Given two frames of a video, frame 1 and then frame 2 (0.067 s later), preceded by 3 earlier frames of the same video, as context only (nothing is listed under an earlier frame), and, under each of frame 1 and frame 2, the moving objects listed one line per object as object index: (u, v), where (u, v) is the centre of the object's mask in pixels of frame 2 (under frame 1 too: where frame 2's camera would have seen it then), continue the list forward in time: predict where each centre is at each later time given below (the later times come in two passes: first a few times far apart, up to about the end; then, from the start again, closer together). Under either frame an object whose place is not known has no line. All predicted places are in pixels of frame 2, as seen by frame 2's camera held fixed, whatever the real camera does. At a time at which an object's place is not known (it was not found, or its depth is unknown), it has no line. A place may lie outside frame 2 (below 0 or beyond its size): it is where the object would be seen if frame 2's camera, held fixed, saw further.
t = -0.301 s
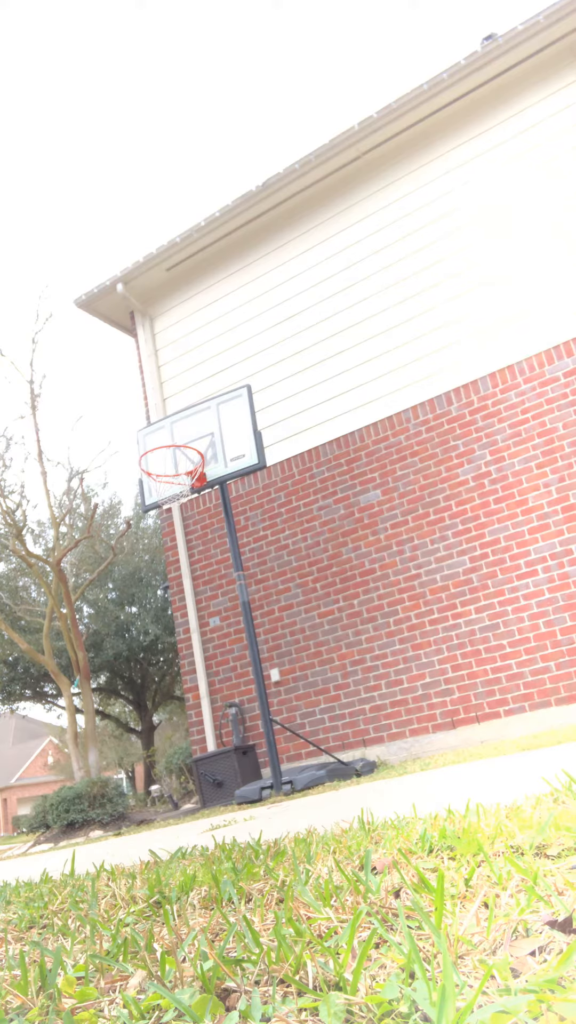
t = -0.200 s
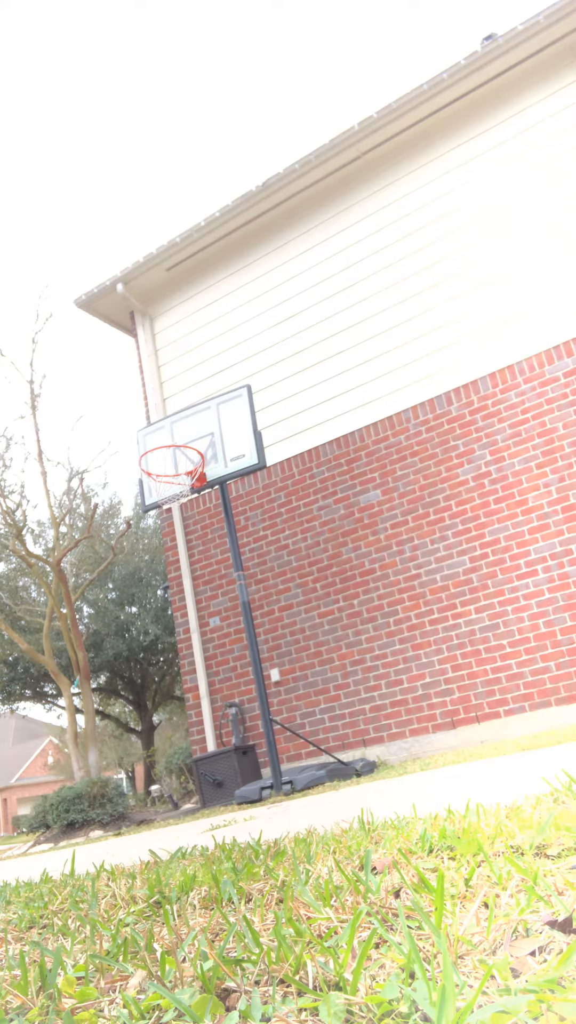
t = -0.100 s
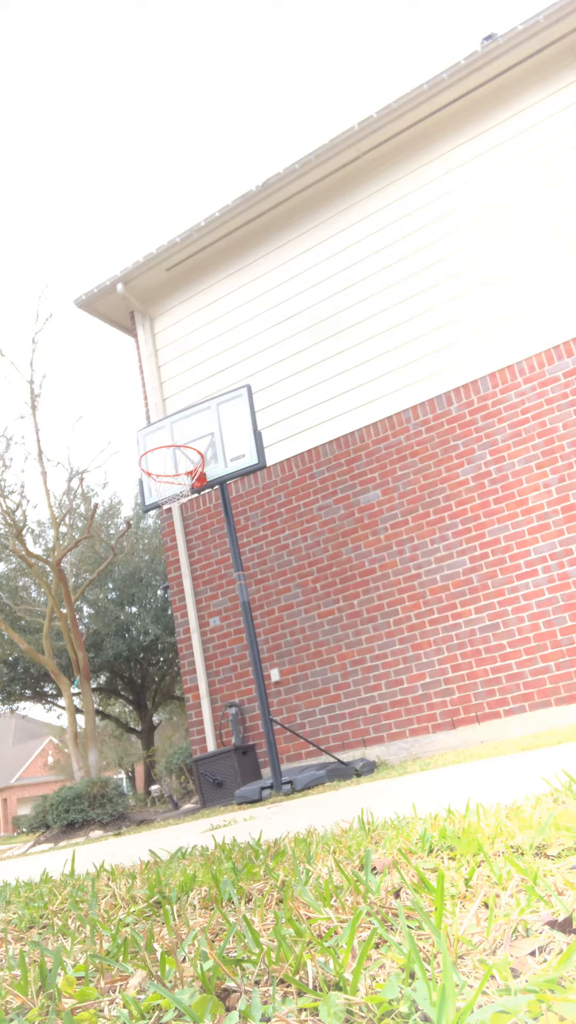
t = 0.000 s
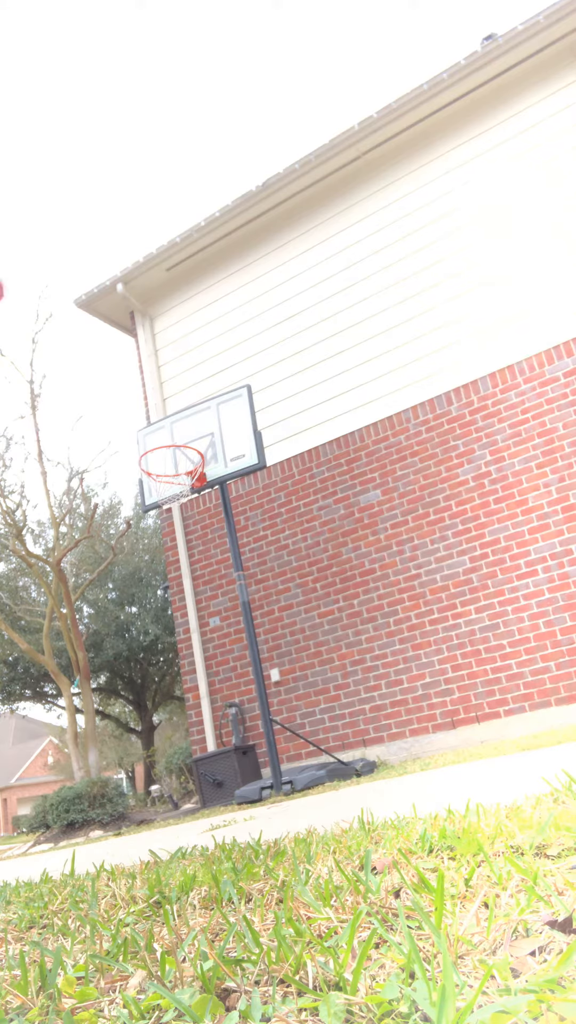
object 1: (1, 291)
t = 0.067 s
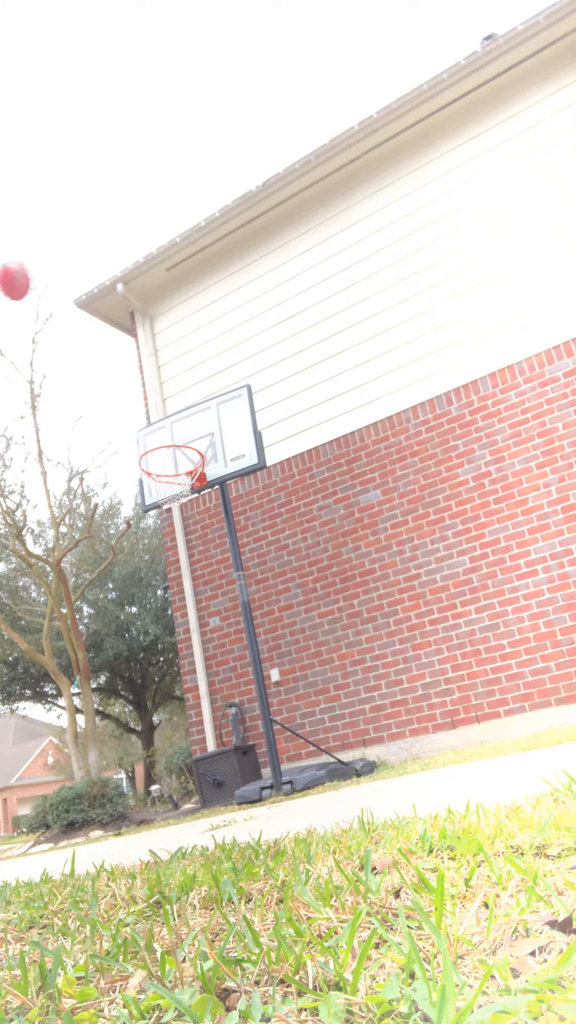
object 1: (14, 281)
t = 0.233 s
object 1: (74, 294)
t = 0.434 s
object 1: (136, 343)
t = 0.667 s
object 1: (182, 433)
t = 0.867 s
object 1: (155, 483)
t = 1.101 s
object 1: (172, 514)
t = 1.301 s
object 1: (197, 594)
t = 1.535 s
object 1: (237, 773)
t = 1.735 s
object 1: (225, 677)
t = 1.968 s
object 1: (218, 607)
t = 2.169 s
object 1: (219, 606)
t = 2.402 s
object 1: (228, 666)
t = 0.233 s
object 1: (74, 294)
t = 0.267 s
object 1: (87, 300)
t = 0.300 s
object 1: (95, 306)
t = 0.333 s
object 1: (105, 312)
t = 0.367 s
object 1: (117, 321)
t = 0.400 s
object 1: (125, 330)
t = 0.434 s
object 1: (136, 343)
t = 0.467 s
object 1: (146, 357)
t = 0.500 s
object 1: (154, 369)
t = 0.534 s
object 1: (162, 382)
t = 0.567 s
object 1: (171, 396)
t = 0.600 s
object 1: (180, 410)
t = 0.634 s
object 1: (186, 427)
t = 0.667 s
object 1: (182, 433)
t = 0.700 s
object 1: (177, 440)
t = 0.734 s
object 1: (171, 449)
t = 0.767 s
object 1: (165, 461)
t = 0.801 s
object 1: (160, 473)
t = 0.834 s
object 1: (156, 482)
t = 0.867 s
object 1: (155, 483)
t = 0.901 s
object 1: (157, 483)
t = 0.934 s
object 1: (159, 486)
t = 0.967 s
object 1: (162, 488)
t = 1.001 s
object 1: (164, 493)
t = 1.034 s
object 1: (167, 498)
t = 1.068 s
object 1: (170, 505)
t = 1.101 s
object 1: (172, 514)
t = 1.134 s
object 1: (176, 524)
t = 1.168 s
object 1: (180, 535)
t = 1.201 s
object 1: (183, 547)
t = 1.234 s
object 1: (187, 562)
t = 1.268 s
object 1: (192, 577)
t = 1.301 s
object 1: (197, 594)
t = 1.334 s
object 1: (201, 612)
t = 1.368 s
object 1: (207, 635)
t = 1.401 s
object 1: (213, 659)
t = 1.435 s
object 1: (219, 683)
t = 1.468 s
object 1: (225, 711)
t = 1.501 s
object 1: (231, 744)
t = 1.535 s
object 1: (237, 773)
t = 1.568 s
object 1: (239, 781)
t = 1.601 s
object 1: (237, 761)
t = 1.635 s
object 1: (233, 737)
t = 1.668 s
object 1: (230, 714)
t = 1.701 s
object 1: (228, 695)
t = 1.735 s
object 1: (225, 677)
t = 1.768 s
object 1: (223, 660)
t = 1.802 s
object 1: (221, 647)
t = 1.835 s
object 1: (220, 637)
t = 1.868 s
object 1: (220, 626)
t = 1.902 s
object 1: (219, 620)
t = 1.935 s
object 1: (218, 612)
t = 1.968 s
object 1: (218, 607)
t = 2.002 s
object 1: (217, 604)
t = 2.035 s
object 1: (217, 601)
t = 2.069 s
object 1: (217, 601)
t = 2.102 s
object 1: (217, 601)
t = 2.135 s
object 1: (218, 603)
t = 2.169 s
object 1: (219, 606)
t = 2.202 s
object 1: (219, 610)
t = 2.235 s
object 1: (220, 616)
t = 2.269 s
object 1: (221, 624)
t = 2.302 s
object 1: (223, 632)
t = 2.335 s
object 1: (224, 641)
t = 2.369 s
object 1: (226, 653)
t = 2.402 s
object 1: (228, 666)
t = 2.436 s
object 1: (230, 680)
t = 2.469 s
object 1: (233, 696)
